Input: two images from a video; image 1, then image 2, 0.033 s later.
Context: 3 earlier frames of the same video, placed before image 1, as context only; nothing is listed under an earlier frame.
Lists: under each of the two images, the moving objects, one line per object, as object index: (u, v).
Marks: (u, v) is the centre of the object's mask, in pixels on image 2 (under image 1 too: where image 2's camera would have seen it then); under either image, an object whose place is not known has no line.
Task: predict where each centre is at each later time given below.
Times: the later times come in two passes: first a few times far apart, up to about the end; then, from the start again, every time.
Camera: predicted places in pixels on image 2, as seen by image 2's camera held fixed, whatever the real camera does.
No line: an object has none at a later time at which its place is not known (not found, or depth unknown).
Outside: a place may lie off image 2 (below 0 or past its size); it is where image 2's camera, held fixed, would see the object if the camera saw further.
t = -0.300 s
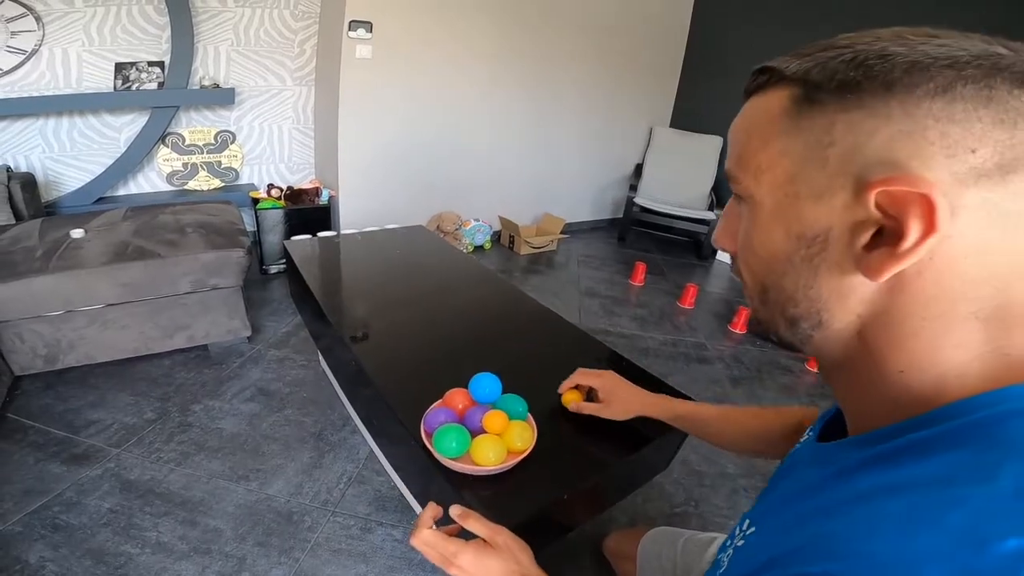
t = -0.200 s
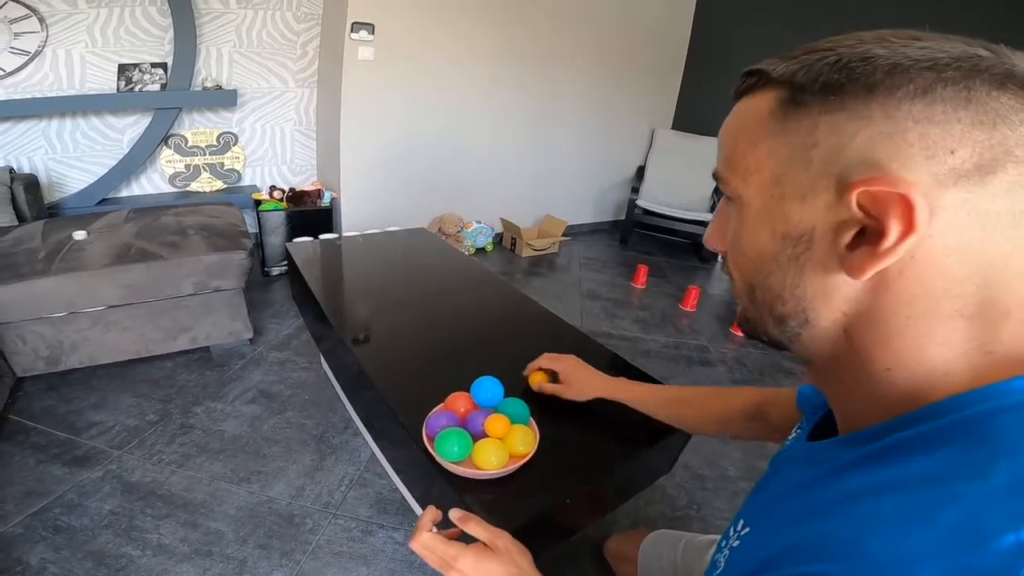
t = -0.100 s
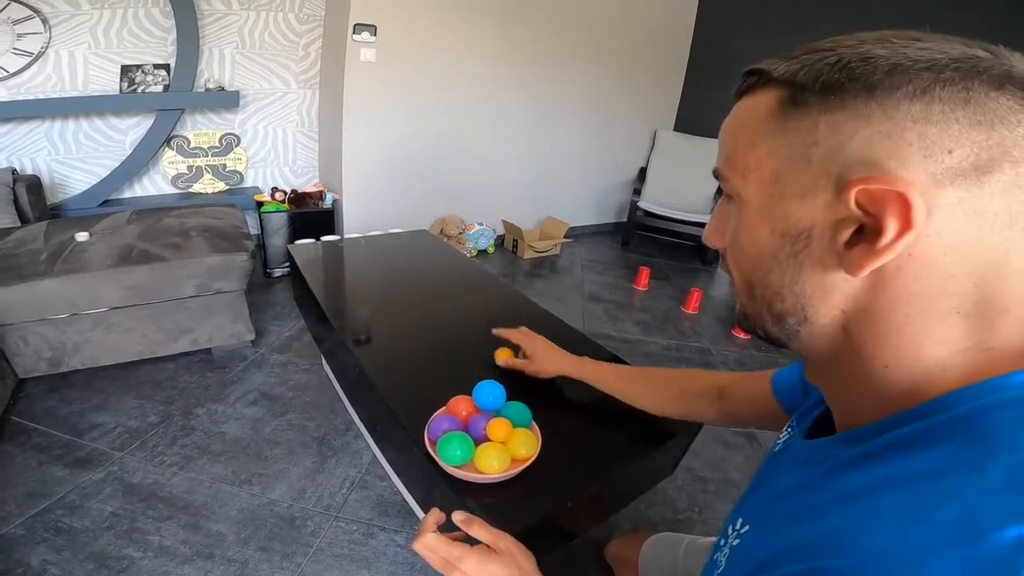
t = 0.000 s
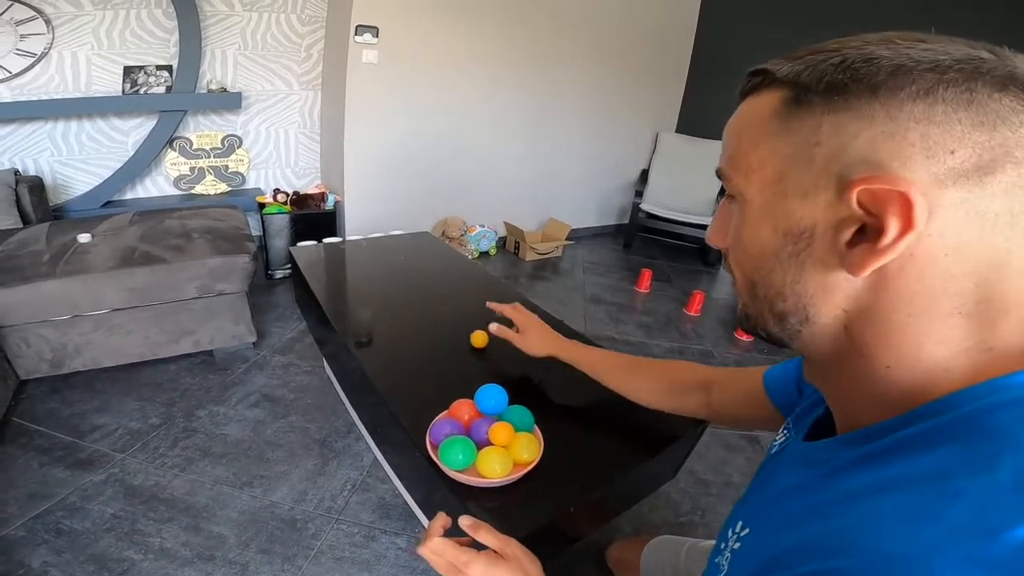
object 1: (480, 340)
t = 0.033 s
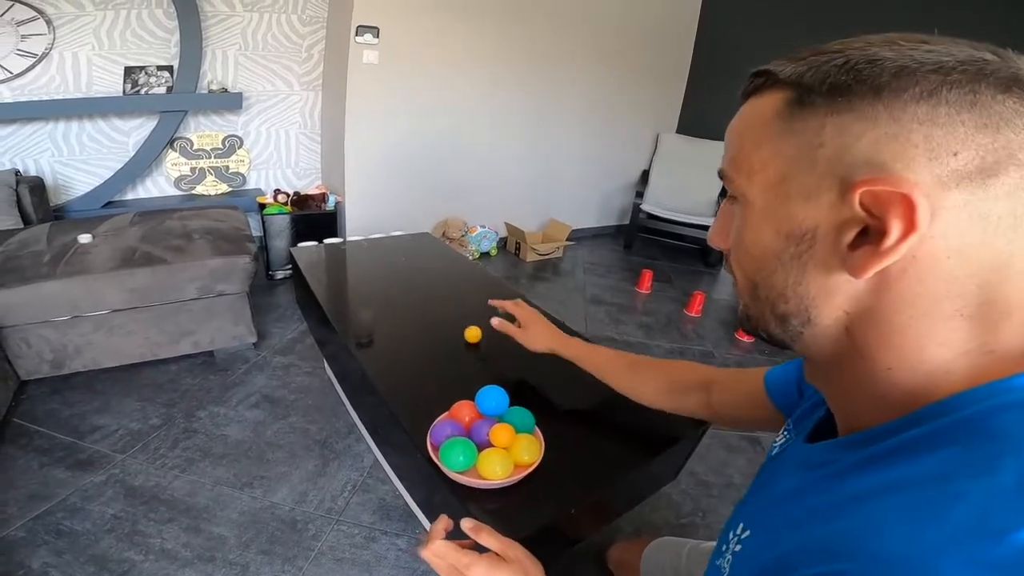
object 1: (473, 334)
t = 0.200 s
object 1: (448, 314)
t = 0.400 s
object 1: (425, 296)
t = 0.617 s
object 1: (407, 279)
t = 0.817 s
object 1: (394, 265)
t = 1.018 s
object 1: (383, 255)
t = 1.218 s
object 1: (374, 246)
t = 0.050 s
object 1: (470, 332)
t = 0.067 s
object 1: (467, 330)
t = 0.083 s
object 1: (464, 328)
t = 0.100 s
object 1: (461, 325)
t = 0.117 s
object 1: (459, 323)
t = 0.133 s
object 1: (457, 322)
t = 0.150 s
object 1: (455, 320)
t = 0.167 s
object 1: (452, 318)
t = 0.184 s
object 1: (450, 316)
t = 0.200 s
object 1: (448, 314)
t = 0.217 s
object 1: (446, 313)
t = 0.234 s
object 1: (444, 311)
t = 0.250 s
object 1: (442, 309)
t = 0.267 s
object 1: (440, 308)
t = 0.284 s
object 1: (438, 306)
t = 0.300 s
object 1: (436, 305)
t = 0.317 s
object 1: (434, 303)
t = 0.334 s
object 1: (432, 302)
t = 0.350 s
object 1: (431, 300)
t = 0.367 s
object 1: (429, 299)
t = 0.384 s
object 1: (427, 297)
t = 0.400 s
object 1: (425, 296)
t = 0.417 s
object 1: (424, 294)
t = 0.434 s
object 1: (423, 293)
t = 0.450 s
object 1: (421, 292)
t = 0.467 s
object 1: (419, 290)
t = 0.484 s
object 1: (418, 289)
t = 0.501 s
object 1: (416, 288)
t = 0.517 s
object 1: (415, 286)
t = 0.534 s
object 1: (413, 285)
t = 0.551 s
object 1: (412, 284)
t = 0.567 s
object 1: (411, 282)
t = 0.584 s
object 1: (410, 281)
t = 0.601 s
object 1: (408, 280)
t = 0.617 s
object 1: (407, 279)
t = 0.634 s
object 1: (406, 277)
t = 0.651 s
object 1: (405, 276)
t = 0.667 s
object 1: (404, 275)
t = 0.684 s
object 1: (402, 274)
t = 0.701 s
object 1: (401, 273)
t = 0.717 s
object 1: (400, 271)
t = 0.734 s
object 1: (399, 270)
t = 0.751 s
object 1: (398, 269)
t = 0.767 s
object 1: (397, 268)
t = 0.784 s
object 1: (396, 267)
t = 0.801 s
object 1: (395, 266)
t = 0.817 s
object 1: (394, 265)
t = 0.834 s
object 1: (393, 264)
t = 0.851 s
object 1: (392, 264)
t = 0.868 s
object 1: (391, 262)
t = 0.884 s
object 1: (390, 261)
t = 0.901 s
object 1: (389, 260)
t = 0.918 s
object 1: (388, 260)
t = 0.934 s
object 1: (387, 259)
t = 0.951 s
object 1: (386, 258)
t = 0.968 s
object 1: (385, 257)
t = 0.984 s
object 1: (385, 256)
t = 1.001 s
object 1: (384, 255)
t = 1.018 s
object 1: (383, 255)
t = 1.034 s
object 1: (382, 254)
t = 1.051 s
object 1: (381, 253)
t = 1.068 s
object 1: (380, 252)
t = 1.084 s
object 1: (380, 251)
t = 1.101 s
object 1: (379, 250)
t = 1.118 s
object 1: (378, 250)
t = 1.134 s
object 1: (377, 249)
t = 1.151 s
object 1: (377, 248)
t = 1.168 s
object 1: (376, 248)
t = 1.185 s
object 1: (375, 247)
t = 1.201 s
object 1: (375, 246)
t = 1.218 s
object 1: (374, 246)
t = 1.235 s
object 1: (374, 245)
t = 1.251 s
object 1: (373, 244)
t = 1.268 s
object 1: (373, 243)
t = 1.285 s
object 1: (372, 243)
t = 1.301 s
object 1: (372, 243)
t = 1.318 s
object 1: (372, 242)
